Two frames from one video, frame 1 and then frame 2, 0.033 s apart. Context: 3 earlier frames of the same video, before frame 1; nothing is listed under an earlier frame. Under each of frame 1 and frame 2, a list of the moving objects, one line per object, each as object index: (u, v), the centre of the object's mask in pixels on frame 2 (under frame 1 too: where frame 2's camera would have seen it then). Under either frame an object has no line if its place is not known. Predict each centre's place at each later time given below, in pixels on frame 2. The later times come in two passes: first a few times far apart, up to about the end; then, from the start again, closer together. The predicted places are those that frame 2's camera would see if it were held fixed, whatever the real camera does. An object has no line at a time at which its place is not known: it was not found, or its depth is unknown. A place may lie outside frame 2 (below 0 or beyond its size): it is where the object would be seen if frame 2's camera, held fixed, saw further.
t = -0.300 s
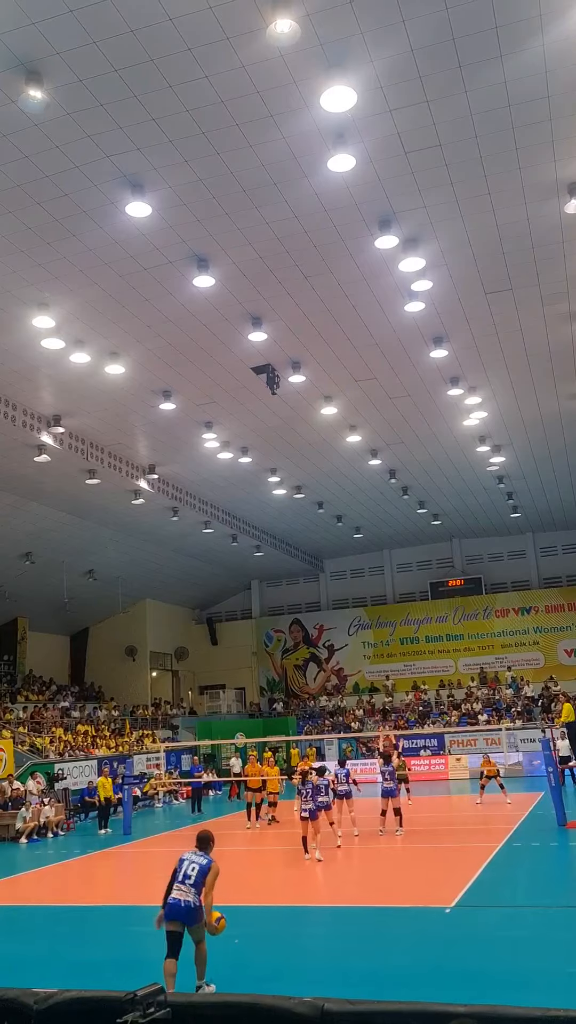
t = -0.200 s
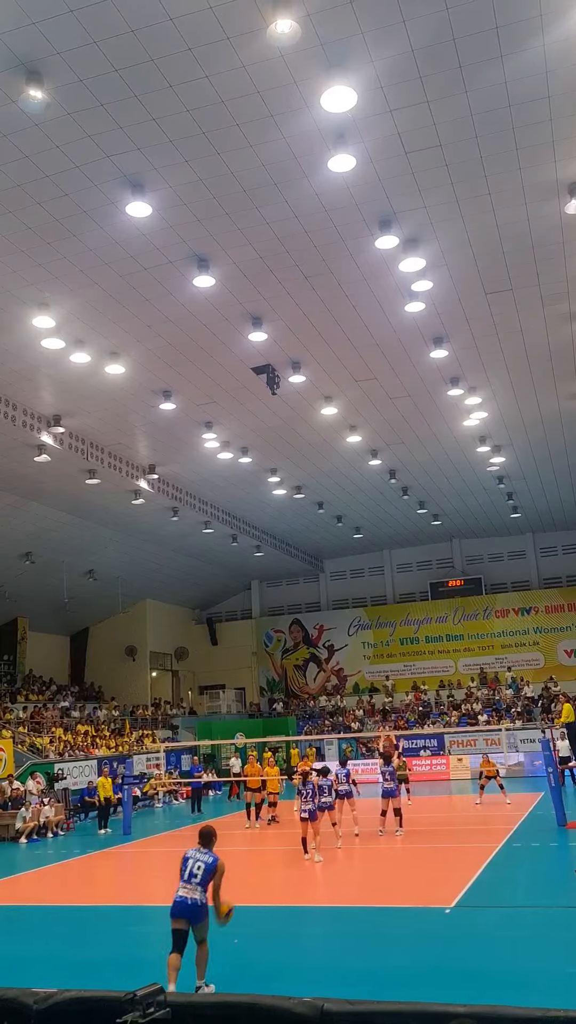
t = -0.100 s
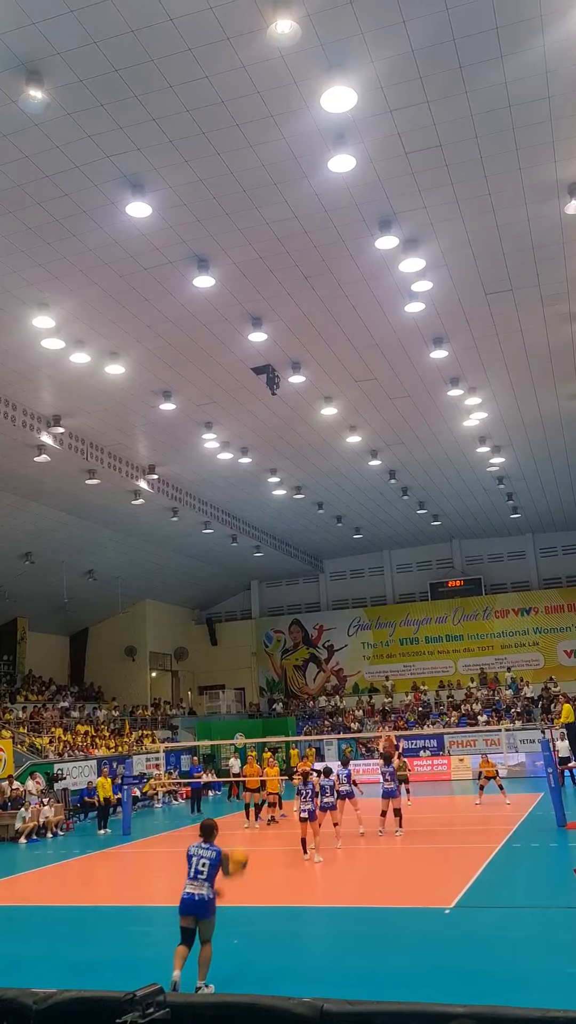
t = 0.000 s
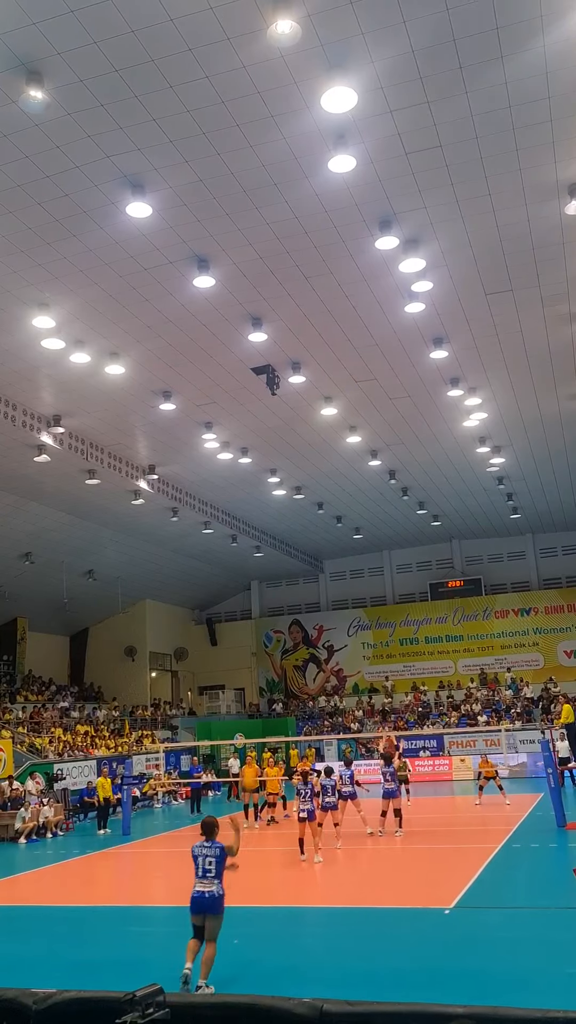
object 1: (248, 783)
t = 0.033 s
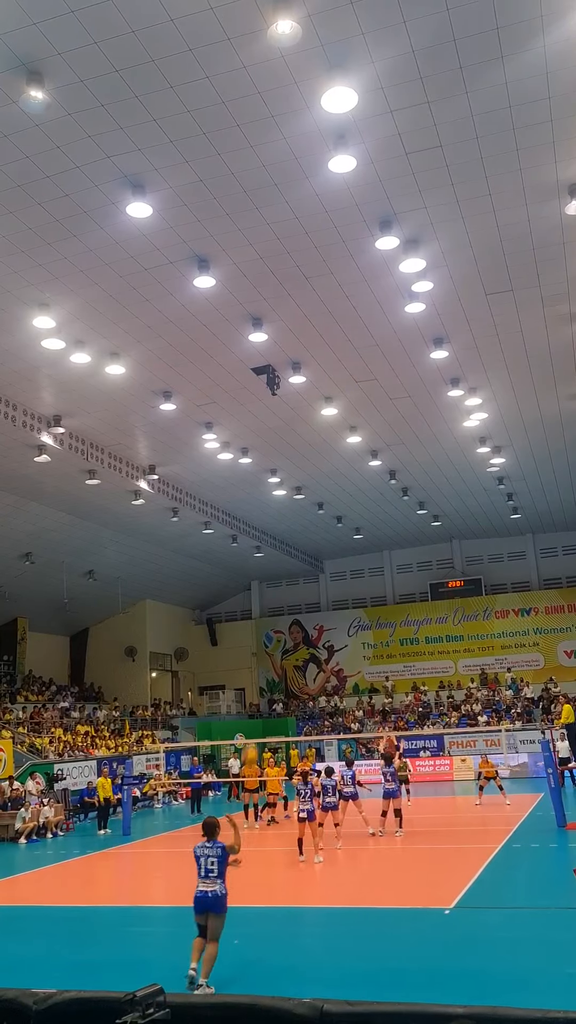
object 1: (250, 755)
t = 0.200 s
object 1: (260, 656)
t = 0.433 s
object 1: (276, 574)
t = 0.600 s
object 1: (286, 547)
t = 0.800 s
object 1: (300, 540)
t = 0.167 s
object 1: (258, 673)
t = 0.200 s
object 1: (260, 656)
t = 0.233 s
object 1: (263, 640)
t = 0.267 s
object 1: (265, 628)
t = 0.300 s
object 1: (267, 614)
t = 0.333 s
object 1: (269, 603)
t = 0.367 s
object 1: (271, 593)
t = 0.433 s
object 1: (276, 574)
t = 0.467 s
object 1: (278, 567)
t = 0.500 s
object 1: (280, 560)
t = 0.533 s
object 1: (282, 554)
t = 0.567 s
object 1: (284, 550)
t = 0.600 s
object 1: (286, 547)
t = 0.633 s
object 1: (289, 543)
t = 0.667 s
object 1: (291, 541)
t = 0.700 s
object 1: (293, 540)
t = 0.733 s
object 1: (295, 539)
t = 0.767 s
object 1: (298, 539)
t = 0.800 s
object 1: (300, 540)
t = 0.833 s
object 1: (302, 542)
